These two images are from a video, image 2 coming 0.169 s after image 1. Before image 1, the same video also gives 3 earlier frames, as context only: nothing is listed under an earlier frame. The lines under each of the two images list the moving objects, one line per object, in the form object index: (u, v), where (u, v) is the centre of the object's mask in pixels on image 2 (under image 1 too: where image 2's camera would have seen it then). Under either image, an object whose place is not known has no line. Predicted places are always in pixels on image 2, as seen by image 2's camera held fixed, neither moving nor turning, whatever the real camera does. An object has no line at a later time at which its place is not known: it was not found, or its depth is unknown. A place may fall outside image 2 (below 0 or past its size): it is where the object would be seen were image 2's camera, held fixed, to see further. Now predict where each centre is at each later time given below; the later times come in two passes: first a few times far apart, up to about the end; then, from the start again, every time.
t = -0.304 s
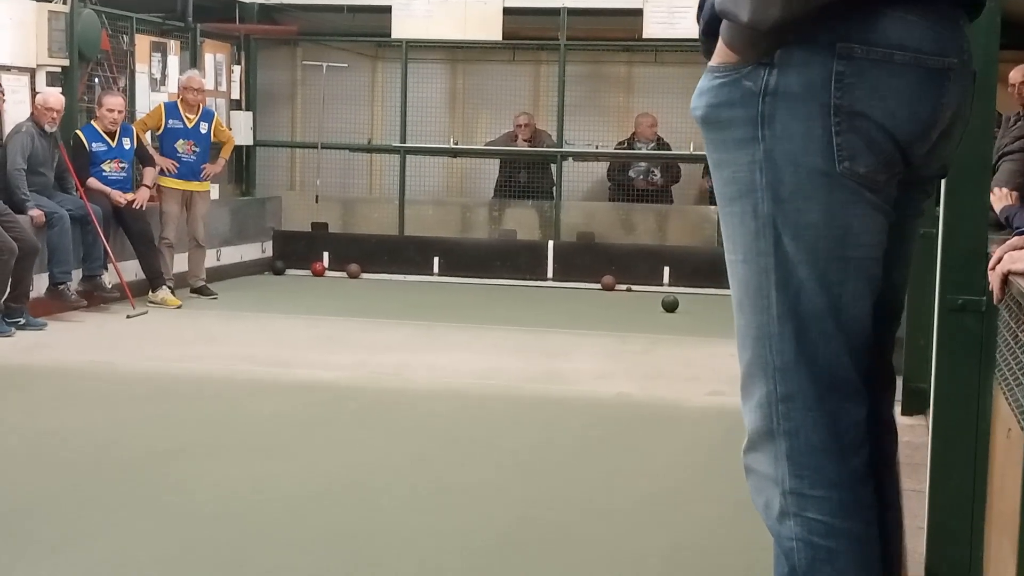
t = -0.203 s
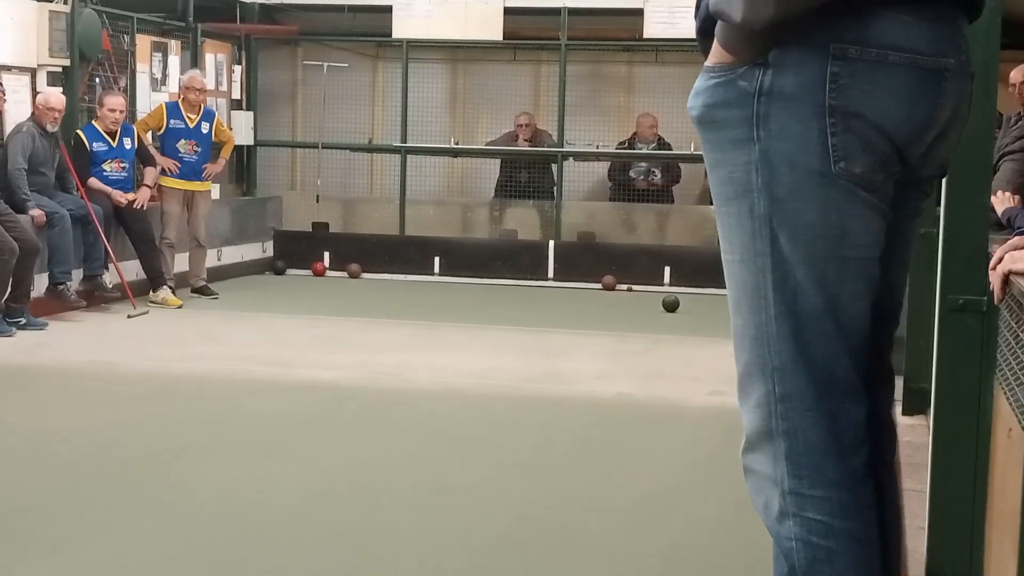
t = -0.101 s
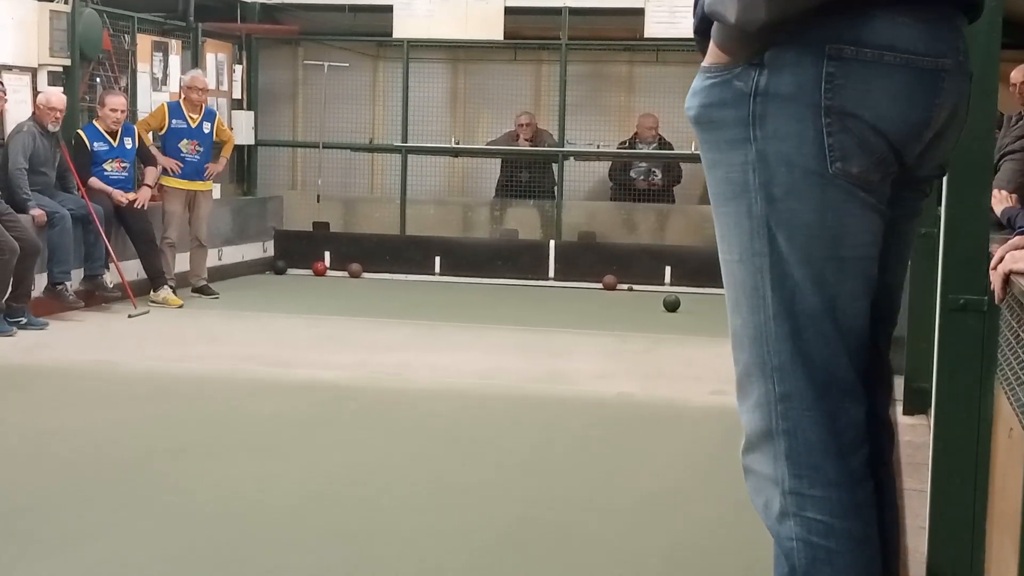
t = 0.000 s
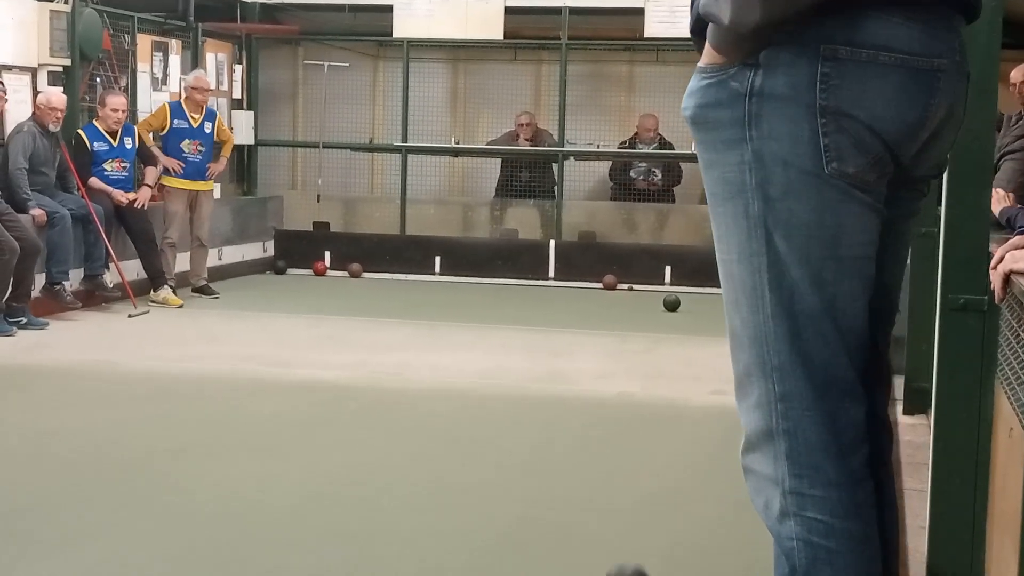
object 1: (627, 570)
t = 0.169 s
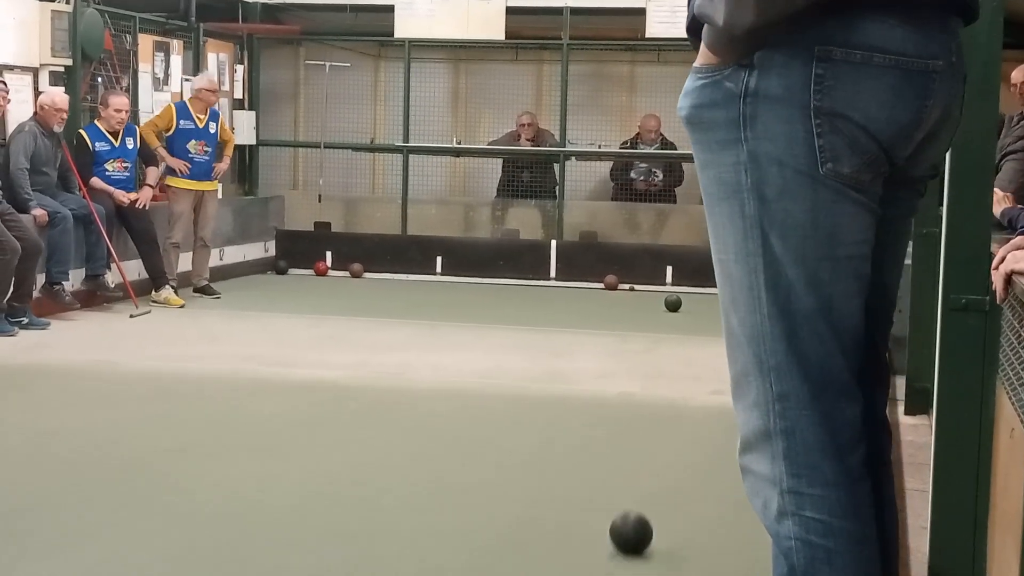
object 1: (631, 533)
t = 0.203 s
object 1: (632, 524)
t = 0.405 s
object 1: (634, 476)
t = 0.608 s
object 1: (634, 440)
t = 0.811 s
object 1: (636, 410)
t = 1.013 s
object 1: (637, 387)
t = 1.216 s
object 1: (638, 367)
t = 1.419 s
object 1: (639, 351)
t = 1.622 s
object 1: (640, 336)
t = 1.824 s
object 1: (641, 324)
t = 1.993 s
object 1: (642, 315)
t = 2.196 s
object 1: (643, 305)
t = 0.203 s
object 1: (632, 524)
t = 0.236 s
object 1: (632, 515)
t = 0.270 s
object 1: (633, 507)
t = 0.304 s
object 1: (632, 499)
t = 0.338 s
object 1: (633, 492)
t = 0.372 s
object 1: (633, 484)
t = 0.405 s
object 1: (634, 476)
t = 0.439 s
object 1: (634, 470)
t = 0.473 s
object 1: (634, 463)
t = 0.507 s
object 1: (634, 457)
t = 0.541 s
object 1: (634, 451)
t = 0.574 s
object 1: (634, 446)
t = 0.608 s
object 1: (634, 440)
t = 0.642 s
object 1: (635, 435)
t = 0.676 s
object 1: (635, 430)
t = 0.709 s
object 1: (635, 424)
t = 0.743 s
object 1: (635, 420)
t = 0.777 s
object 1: (635, 415)
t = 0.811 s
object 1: (636, 410)
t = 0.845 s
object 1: (636, 406)
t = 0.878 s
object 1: (636, 402)
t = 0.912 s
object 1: (636, 398)
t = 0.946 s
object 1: (636, 394)
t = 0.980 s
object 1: (637, 390)
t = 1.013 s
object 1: (637, 387)
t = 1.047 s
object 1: (637, 383)
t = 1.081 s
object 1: (637, 379)
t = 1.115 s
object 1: (637, 376)
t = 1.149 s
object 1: (638, 373)
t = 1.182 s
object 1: (638, 370)
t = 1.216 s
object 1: (638, 367)
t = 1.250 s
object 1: (638, 364)
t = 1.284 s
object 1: (638, 361)
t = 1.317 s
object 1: (639, 358)
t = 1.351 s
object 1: (639, 356)
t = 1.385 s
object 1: (639, 353)
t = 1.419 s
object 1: (639, 351)
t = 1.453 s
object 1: (639, 348)
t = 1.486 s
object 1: (640, 346)
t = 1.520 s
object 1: (640, 343)
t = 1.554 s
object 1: (640, 341)
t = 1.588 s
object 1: (640, 338)
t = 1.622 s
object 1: (640, 336)
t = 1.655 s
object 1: (641, 334)
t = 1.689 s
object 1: (641, 332)
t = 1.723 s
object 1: (641, 330)
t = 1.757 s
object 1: (641, 328)
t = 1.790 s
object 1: (641, 326)
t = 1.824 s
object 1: (641, 324)
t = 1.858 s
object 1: (641, 322)
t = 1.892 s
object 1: (642, 320)
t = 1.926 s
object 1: (642, 319)
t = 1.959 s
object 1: (642, 317)
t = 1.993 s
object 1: (642, 315)
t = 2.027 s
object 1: (642, 313)
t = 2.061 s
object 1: (643, 312)
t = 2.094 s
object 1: (643, 310)
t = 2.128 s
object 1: (643, 308)
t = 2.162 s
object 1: (643, 307)
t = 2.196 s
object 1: (643, 305)
